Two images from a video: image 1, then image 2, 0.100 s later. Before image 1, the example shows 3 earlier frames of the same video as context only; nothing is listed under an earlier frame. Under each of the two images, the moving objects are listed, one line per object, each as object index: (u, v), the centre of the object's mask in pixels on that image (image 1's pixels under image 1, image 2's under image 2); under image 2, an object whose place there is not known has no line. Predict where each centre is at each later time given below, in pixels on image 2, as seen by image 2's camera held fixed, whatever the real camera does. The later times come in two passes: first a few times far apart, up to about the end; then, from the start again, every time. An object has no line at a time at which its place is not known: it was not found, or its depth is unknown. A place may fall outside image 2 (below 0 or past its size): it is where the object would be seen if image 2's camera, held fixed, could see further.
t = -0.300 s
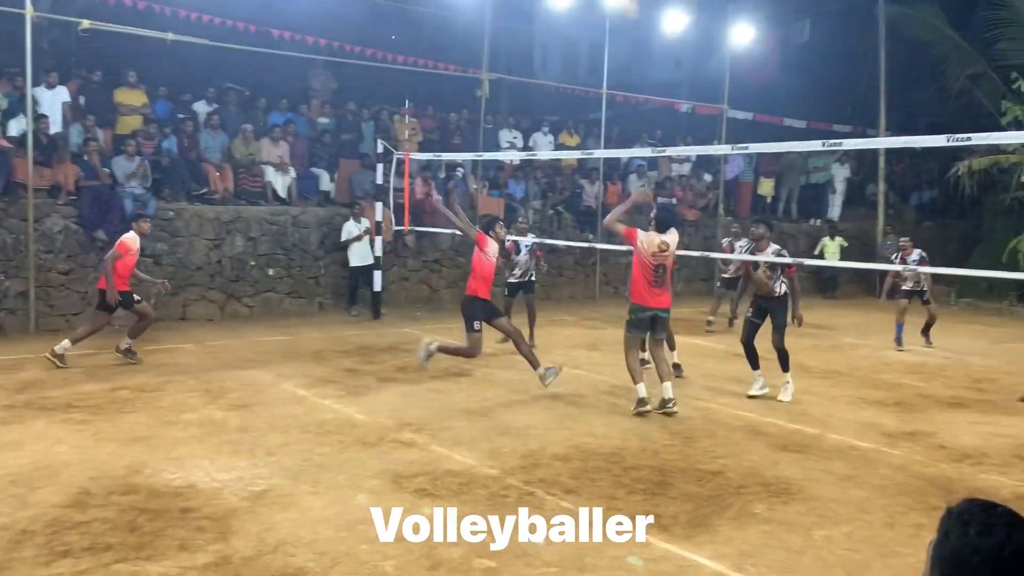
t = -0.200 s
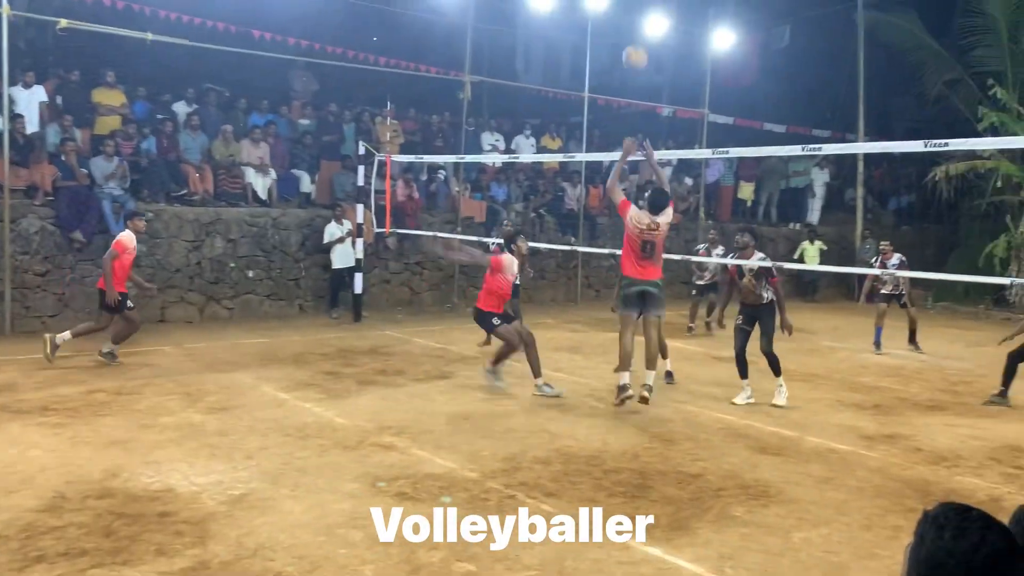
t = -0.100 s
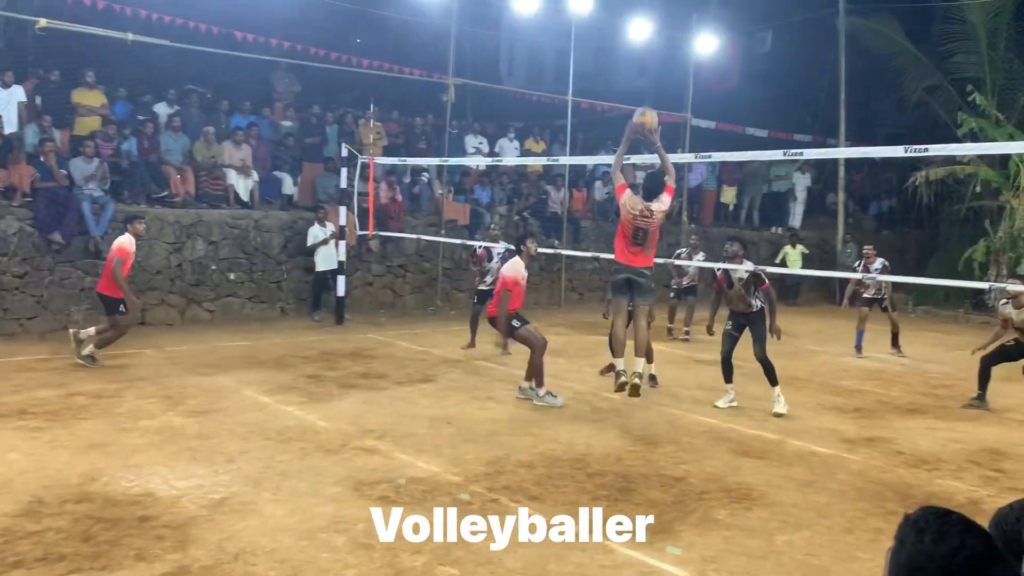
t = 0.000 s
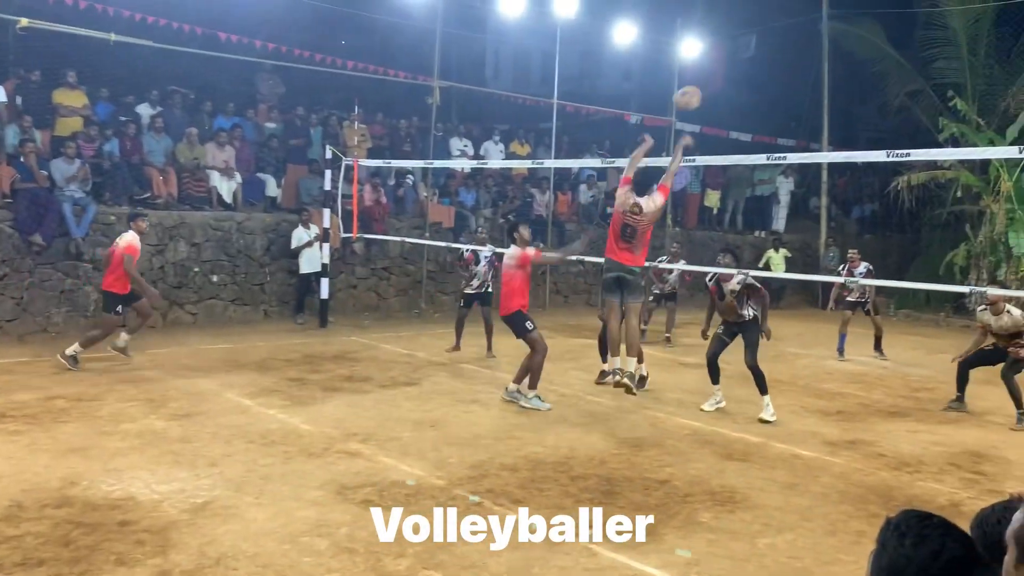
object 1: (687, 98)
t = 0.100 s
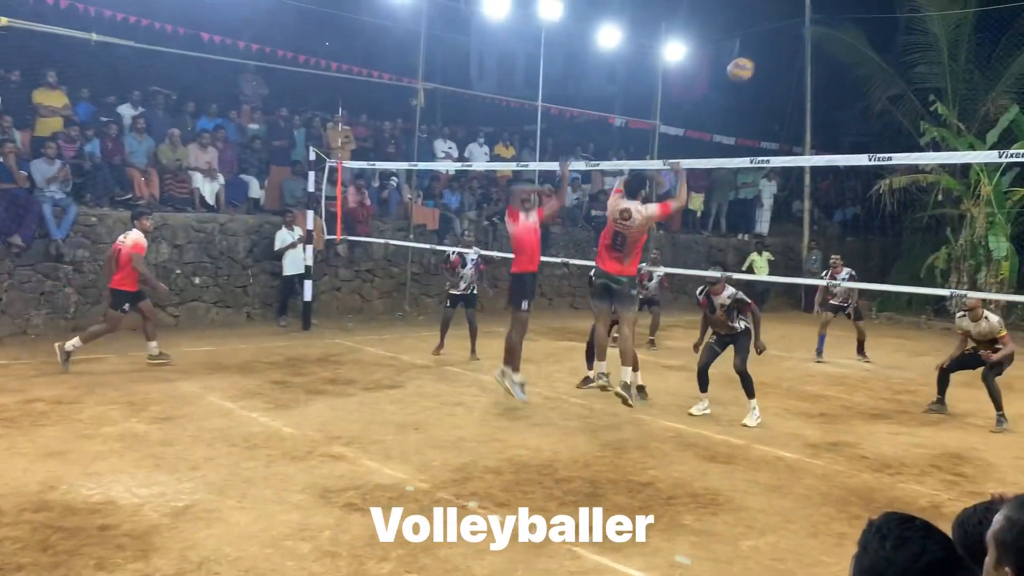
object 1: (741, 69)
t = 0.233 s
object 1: (820, 46)
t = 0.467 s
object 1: (932, 51)
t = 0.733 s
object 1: (1023, 108)
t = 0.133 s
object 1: (762, 61)
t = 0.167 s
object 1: (783, 55)
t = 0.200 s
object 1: (802, 50)
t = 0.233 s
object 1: (820, 46)
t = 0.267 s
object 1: (838, 44)
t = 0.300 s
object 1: (855, 42)
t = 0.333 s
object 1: (872, 42)
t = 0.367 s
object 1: (888, 43)
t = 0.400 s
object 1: (902, 44)
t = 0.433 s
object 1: (917, 46)
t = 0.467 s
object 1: (932, 51)
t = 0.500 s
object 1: (944, 55)
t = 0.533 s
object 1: (956, 61)
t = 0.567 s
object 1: (967, 67)
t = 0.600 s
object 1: (981, 73)
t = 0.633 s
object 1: (992, 80)
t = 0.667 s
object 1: (1003, 89)
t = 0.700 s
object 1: (1012, 98)
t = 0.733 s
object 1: (1023, 108)
